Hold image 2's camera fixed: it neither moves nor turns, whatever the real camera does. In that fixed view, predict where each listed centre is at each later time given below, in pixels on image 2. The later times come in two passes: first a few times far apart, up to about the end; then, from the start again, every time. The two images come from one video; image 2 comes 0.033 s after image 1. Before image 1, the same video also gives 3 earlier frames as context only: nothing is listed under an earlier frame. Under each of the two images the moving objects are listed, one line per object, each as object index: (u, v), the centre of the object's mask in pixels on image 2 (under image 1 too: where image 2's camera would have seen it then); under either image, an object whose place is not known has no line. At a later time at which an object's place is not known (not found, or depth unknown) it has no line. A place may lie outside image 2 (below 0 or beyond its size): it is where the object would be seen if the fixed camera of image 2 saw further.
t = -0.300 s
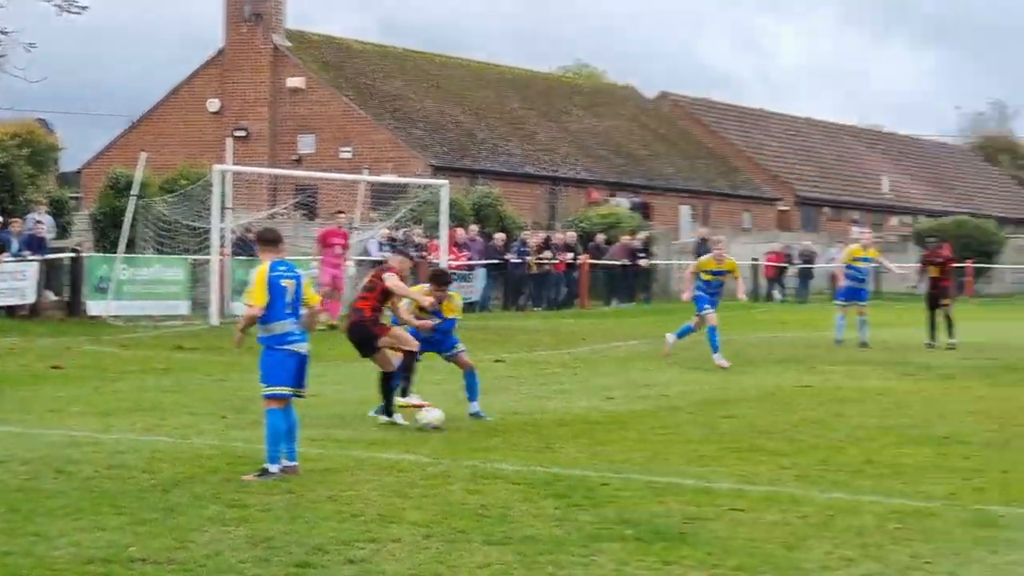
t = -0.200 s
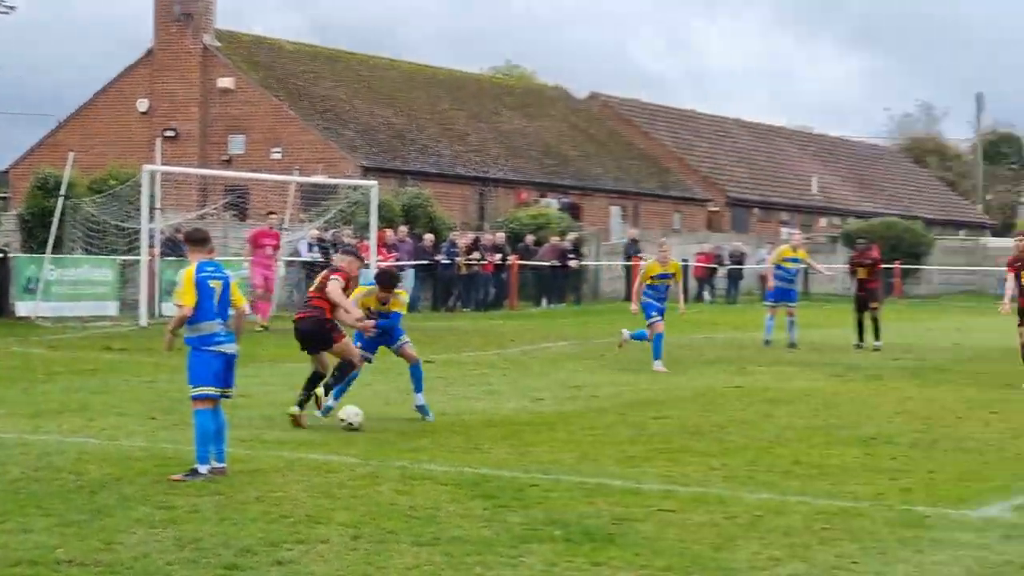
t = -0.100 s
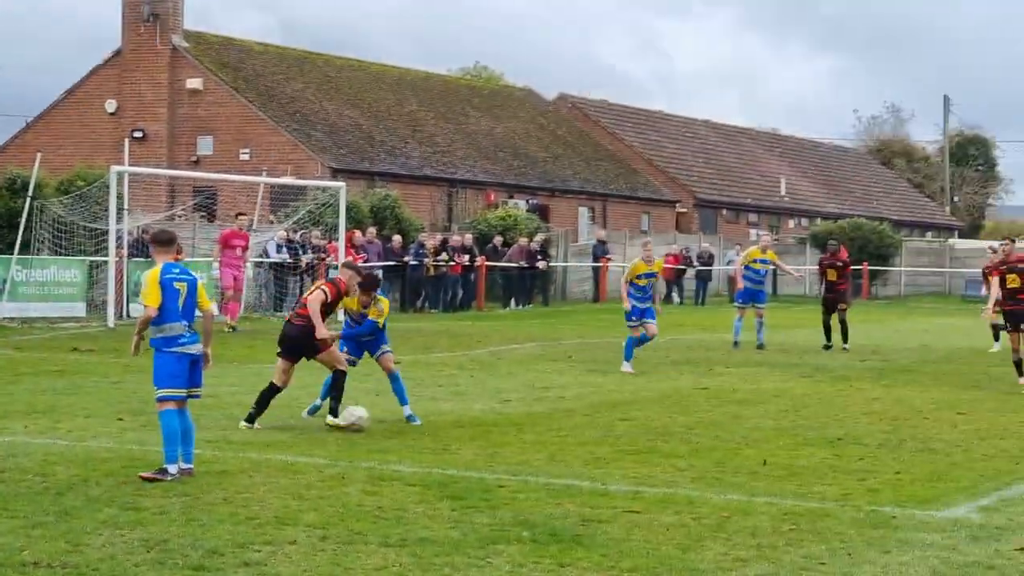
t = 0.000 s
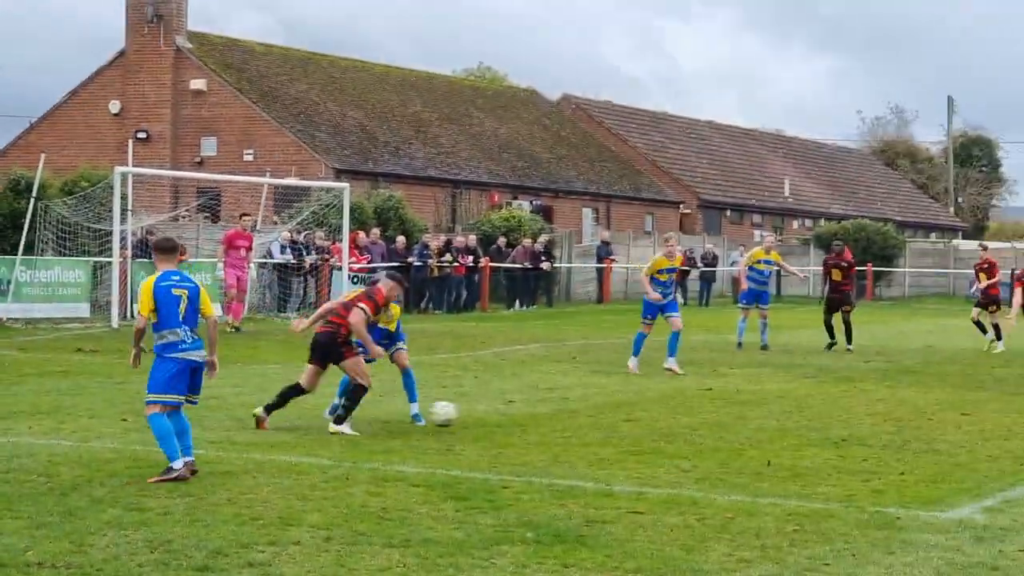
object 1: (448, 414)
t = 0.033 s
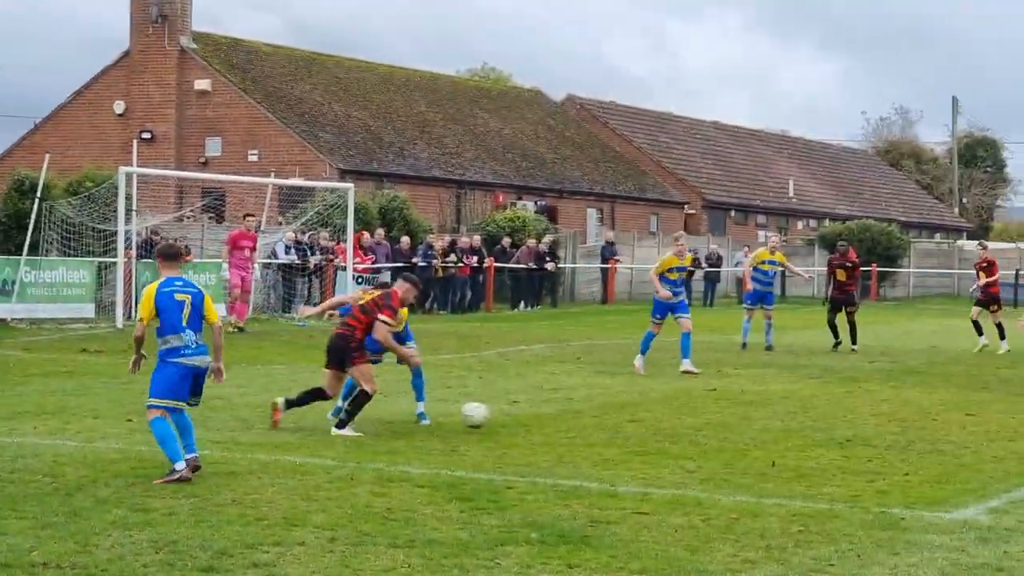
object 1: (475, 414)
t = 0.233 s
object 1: (617, 413)
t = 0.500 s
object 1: (765, 420)
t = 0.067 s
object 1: (502, 417)
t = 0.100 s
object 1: (528, 419)
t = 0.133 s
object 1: (553, 420)
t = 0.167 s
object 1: (575, 417)
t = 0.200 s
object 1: (596, 414)
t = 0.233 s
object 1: (617, 413)
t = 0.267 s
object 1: (638, 414)
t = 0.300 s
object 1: (658, 416)
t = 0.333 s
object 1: (678, 419)
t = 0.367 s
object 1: (697, 419)
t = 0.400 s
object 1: (714, 418)
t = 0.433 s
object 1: (731, 418)
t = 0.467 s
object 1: (747, 418)
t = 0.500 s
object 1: (765, 420)
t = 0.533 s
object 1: (780, 421)
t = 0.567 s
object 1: (795, 421)
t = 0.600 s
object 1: (809, 421)
